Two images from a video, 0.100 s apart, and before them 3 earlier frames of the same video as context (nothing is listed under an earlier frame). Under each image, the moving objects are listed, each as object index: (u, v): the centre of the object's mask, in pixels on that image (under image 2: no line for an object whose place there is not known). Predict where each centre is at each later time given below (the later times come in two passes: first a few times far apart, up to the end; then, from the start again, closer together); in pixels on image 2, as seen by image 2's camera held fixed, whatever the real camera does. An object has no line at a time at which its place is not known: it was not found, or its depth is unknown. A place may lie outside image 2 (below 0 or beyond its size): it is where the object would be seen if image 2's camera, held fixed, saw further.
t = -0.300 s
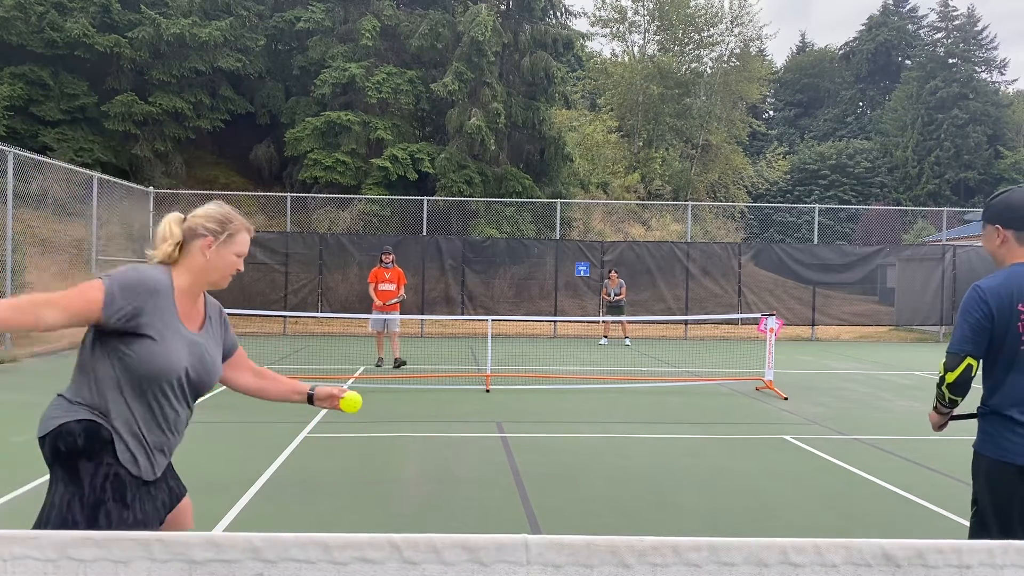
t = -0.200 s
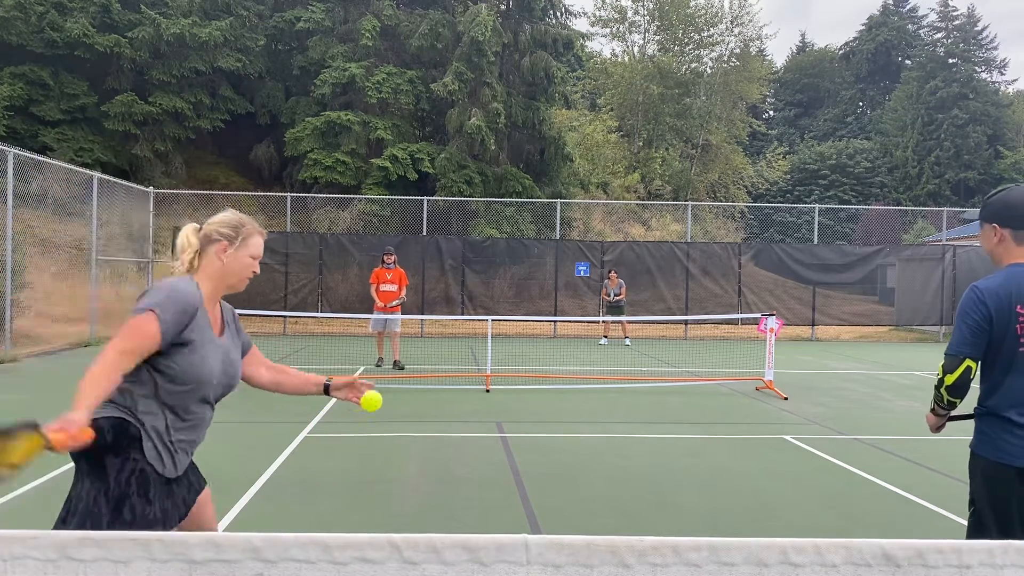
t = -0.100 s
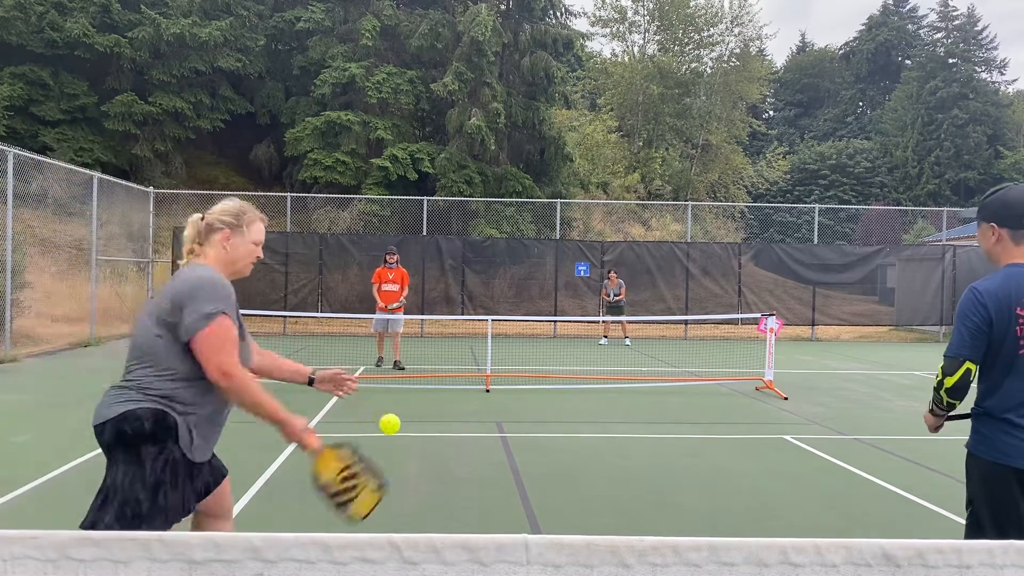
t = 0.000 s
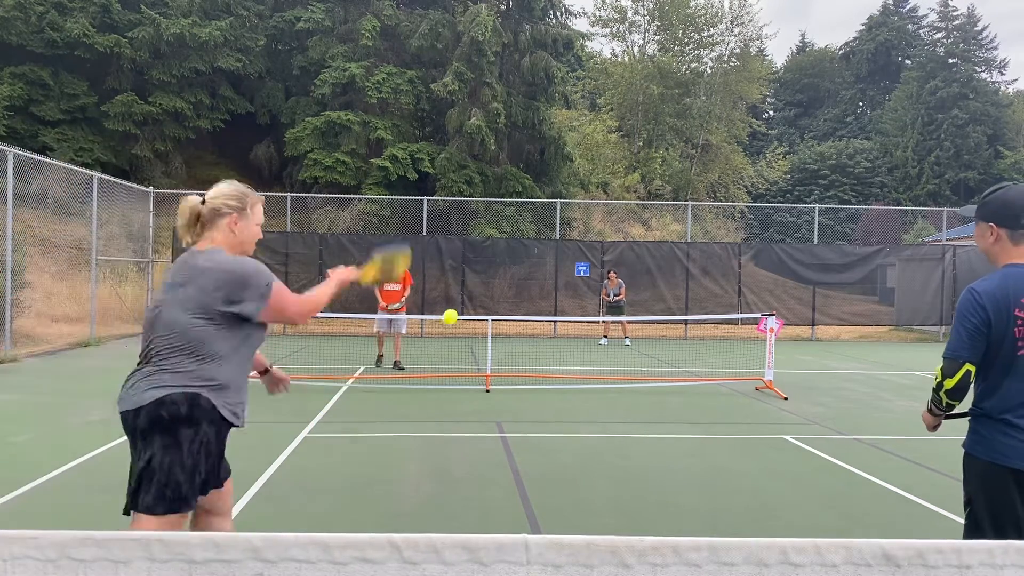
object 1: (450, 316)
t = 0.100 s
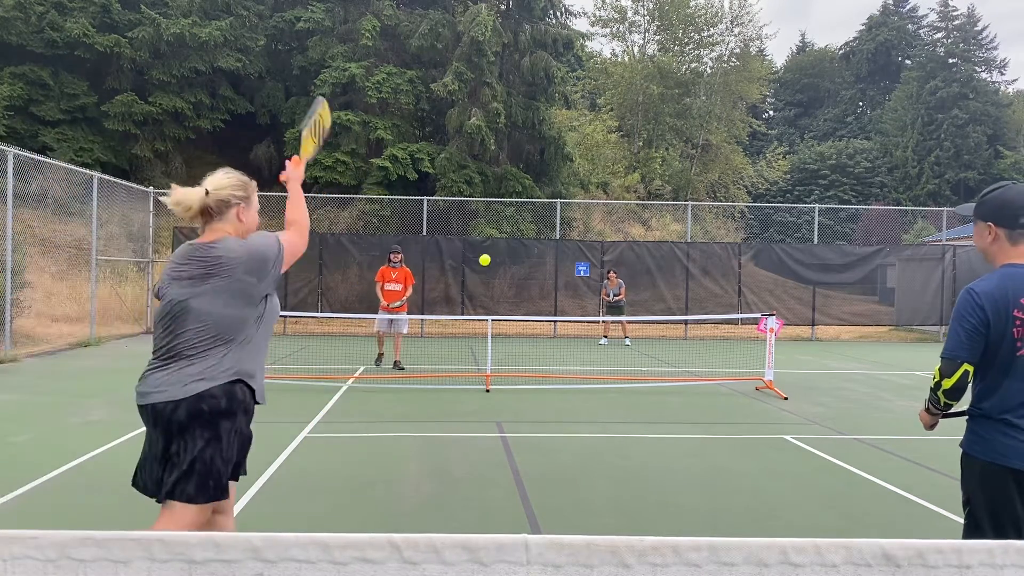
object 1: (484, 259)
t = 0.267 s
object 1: (511, 239)
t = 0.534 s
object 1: (527, 270)
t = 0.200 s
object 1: (503, 241)
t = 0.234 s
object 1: (507, 239)
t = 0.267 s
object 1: (511, 239)
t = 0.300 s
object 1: (514, 241)
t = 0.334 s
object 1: (517, 242)
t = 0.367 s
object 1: (519, 245)
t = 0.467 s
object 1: (524, 259)
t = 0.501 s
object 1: (525, 265)
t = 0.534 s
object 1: (527, 270)
